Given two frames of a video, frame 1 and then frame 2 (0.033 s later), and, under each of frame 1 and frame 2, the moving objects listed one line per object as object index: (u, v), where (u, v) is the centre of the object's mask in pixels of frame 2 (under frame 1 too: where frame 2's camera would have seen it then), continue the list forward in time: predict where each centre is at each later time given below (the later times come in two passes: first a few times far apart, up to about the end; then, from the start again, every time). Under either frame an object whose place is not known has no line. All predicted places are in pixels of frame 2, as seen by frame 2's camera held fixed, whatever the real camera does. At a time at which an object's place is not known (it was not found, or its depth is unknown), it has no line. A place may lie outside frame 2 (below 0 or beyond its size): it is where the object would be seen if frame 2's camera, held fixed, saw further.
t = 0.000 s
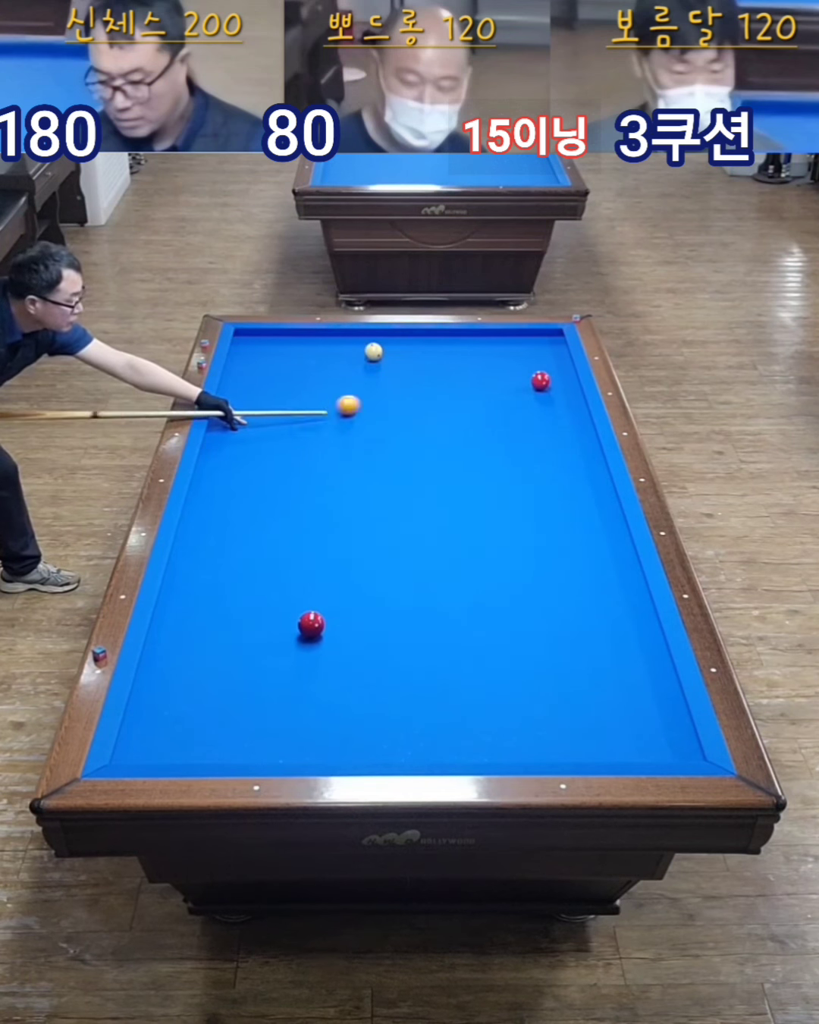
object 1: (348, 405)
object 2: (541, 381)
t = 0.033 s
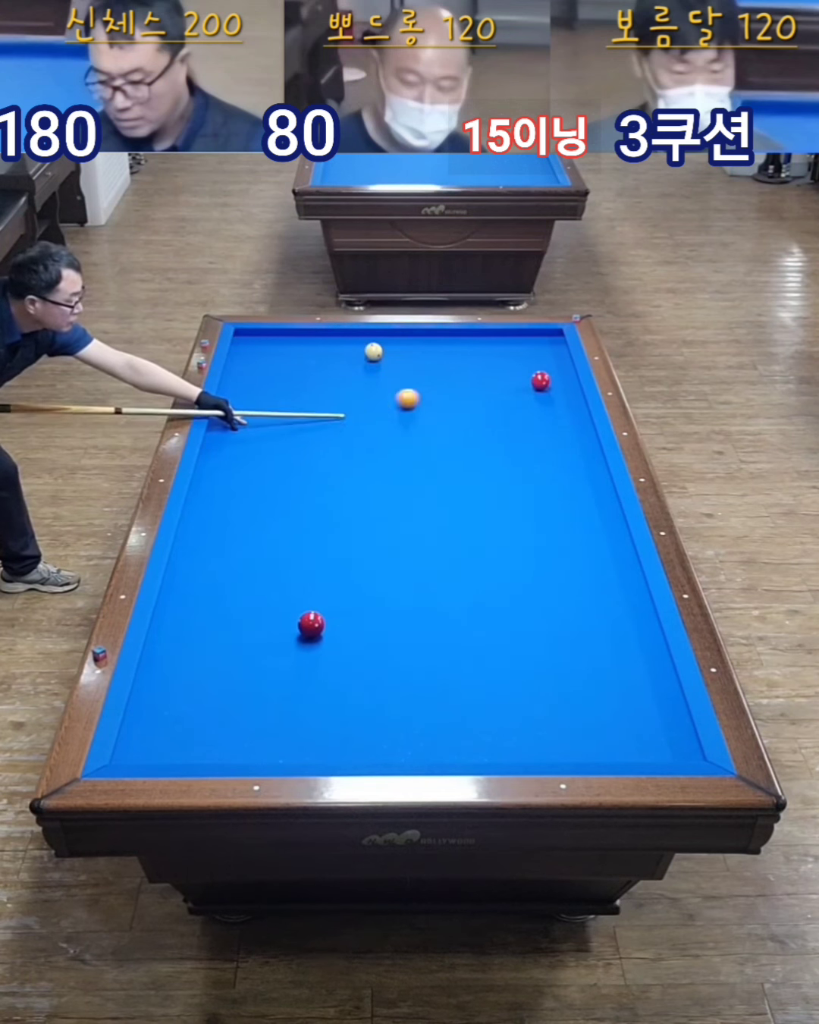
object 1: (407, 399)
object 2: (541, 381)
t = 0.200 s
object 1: (578, 402)
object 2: (528, 358)
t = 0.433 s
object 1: (521, 455)
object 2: (414, 338)
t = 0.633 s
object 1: (472, 505)
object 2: (324, 353)
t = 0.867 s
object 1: (407, 572)
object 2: (244, 372)
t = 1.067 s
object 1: (342, 640)
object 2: (287, 393)
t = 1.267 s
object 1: (268, 717)
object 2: (332, 416)
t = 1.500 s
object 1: (165, 724)
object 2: (386, 443)
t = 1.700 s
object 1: (185, 681)
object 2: (435, 467)
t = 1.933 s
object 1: (249, 635)
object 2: (494, 496)
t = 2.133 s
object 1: (297, 601)
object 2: (547, 522)
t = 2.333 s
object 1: (341, 572)
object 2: (602, 549)
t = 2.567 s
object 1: (385, 541)
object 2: (615, 575)
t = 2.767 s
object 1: (419, 518)
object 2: (597, 595)
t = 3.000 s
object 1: (454, 493)
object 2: (577, 617)
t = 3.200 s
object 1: (481, 474)
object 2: (561, 635)
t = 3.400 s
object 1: (506, 457)
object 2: (545, 653)
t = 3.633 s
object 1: (531, 440)
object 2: (527, 672)
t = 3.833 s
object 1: (551, 426)
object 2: (513, 688)
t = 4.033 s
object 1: (569, 414)
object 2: (499, 702)
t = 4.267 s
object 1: (572, 403)
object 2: (484, 717)
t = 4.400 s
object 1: (564, 398)
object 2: (476, 725)
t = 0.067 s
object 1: (463, 392)
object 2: (541, 381)
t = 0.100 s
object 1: (515, 387)
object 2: (541, 381)
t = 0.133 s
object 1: (541, 391)
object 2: (563, 373)
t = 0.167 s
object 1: (559, 397)
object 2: (550, 364)
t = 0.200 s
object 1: (578, 402)
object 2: (528, 358)
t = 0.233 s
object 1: (567, 410)
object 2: (508, 353)
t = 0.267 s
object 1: (557, 417)
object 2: (491, 348)
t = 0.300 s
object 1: (550, 424)
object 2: (475, 343)
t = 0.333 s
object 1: (543, 432)
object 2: (459, 338)
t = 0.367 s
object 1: (536, 439)
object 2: (443, 334)
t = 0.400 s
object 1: (528, 447)
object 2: (429, 336)
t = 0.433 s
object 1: (521, 455)
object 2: (414, 338)
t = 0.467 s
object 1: (513, 463)
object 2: (399, 341)
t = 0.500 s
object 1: (505, 471)
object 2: (386, 342)
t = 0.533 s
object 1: (497, 479)
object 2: (367, 342)
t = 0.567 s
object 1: (489, 487)
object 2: (355, 348)
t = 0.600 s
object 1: (481, 496)
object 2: (340, 350)
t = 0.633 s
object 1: (472, 505)
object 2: (324, 353)
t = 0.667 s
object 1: (464, 514)
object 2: (309, 355)
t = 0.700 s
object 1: (455, 523)
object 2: (294, 358)
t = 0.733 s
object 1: (445, 533)
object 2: (278, 361)
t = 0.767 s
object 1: (436, 542)
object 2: (262, 360)
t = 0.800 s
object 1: (427, 552)
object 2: (247, 368)
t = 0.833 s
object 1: (417, 562)
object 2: (234, 368)
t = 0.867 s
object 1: (407, 572)
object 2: (244, 372)
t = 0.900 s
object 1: (397, 583)
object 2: (252, 375)
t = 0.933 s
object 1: (386, 594)
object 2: (259, 379)
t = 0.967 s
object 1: (376, 605)
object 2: (266, 382)
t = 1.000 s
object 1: (365, 616)
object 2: (273, 386)
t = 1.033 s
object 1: (354, 629)
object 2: (280, 390)
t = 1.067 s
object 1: (342, 640)
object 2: (287, 393)
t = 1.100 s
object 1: (330, 652)
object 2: (294, 397)
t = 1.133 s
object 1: (319, 664)
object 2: (302, 401)
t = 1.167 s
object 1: (306, 677)
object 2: (309, 404)
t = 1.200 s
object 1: (294, 690)
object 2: (317, 408)
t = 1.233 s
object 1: (281, 703)
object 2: (324, 412)
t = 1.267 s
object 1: (268, 717)
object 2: (332, 416)
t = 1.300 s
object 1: (254, 731)
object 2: (339, 419)
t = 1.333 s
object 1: (240, 745)
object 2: (347, 423)
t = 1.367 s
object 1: (226, 752)
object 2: (355, 427)
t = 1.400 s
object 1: (210, 745)
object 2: (362, 431)
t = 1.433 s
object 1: (195, 738)
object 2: (370, 435)
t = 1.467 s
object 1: (180, 731)
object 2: (378, 439)
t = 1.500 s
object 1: (165, 724)
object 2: (386, 443)
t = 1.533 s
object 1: (151, 717)
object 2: (394, 447)
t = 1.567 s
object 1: (142, 710)
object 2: (402, 451)
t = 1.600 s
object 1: (155, 702)
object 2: (410, 455)
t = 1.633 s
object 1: (165, 695)
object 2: (418, 459)
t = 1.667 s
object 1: (175, 688)
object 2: (427, 463)
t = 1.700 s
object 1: (185, 681)
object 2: (435, 467)
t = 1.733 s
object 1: (195, 674)
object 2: (443, 471)
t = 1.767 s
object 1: (205, 667)
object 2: (452, 475)
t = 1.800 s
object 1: (214, 661)
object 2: (460, 479)
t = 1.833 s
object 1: (223, 654)
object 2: (468, 483)
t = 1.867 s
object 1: (232, 648)
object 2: (477, 487)
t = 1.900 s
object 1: (241, 642)
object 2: (485, 492)
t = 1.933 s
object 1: (249, 635)
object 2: (494, 496)
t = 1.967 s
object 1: (258, 629)
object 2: (503, 500)
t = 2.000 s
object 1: (266, 624)
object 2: (511, 505)
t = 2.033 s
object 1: (274, 618)
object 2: (520, 509)
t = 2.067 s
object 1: (282, 612)
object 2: (529, 513)
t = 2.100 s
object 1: (290, 607)
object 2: (538, 518)
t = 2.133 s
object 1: (297, 601)
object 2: (547, 522)
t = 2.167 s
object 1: (305, 596)
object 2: (556, 527)
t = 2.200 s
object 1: (312, 591)
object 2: (565, 531)
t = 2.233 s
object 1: (320, 586)
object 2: (575, 536)
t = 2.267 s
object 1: (327, 581)
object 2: (583, 540)
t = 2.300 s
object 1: (334, 576)
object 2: (593, 545)
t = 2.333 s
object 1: (341, 572)
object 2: (602, 549)
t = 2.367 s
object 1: (347, 567)
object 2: (612, 554)
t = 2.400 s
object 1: (354, 562)
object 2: (622, 559)
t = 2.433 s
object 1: (360, 558)
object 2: (627, 563)
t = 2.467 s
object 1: (366, 554)
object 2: (623, 567)
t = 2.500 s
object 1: (373, 549)
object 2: (620, 569)
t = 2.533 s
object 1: (379, 545)
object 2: (617, 572)
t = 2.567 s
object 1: (385, 541)
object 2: (615, 575)
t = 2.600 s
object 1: (391, 537)
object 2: (612, 579)
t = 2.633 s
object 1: (397, 533)
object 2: (609, 582)
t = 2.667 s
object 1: (402, 529)
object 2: (606, 585)
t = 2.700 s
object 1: (408, 525)
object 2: (603, 588)
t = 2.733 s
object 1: (414, 521)
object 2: (600, 592)
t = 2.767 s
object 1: (419, 518)
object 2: (597, 595)
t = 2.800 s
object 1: (424, 514)
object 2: (594, 598)
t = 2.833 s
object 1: (430, 510)
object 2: (592, 601)
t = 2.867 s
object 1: (435, 506)
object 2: (589, 604)
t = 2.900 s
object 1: (440, 503)
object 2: (586, 607)
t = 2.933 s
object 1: (445, 500)
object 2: (583, 611)
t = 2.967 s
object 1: (449, 496)
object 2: (581, 614)
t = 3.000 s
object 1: (454, 493)
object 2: (577, 617)
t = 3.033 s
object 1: (459, 490)
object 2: (575, 620)
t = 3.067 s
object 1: (464, 486)
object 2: (572, 623)
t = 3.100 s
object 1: (468, 483)
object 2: (569, 626)
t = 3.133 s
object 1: (473, 480)
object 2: (567, 629)
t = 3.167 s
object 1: (477, 477)
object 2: (564, 632)
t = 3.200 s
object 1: (481, 474)
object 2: (561, 635)
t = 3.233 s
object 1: (486, 471)
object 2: (559, 638)
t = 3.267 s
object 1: (490, 469)
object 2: (556, 641)
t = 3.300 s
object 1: (494, 466)
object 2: (553, 644)
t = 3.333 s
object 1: (498, 463)
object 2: (550, 647)
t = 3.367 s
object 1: (502, 460)
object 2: (548, 650)
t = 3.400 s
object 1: (506, 457)
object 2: (545, 653)
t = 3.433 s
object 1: (510, 455)
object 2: (542, 656)
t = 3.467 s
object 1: (513, 452)
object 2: (540, 658)
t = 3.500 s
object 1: (517, 450)
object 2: (537, 661)
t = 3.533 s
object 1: (521, 447)
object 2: (535, 664)
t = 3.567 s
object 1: (525, 445)
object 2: (532, 667)
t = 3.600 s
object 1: (528, 442)
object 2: (530, 669)
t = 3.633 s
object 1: (531, 440)
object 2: (527, 672)
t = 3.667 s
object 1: (535, 437)
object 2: (525, 675)
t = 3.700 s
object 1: (538, 435)
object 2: (522, 677)
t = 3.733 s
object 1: (541, 433)
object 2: (520, 680)
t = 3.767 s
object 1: (545, 431)
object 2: (518, 683)
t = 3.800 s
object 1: (548, 428)
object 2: (515, 685)
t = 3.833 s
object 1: (551, 426)
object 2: (513, 688)
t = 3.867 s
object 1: (554, 424)
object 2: (510, 690)
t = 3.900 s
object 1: (557, 422)
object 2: (508, 693)
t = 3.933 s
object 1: (560, 420)
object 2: (505, 695)
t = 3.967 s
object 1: (563, 418)
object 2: (503, 698)
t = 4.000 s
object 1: (566, 416)
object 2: (501, 700)
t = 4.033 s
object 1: (569, 414)
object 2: (499, 702)
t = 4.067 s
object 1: (571, 412)
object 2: (497, 704)
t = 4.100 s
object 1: (574, 410)
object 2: (494, 706)
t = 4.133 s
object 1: (577, 408)
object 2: (492, 709)
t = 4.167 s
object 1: (578, 406)
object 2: (490, 711)
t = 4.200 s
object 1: (576, 405)
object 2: (488, 713)
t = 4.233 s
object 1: (574, 404)
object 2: (486, 715)
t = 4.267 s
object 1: (572, 403)
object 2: (484, 717)
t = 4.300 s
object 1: (570, 401)
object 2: (482, 719)
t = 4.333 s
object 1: (568, 400)
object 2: (479, 721)
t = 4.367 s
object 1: (566, 399)
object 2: (478, 723)
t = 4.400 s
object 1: (564, 398)
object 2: (476, 725)
